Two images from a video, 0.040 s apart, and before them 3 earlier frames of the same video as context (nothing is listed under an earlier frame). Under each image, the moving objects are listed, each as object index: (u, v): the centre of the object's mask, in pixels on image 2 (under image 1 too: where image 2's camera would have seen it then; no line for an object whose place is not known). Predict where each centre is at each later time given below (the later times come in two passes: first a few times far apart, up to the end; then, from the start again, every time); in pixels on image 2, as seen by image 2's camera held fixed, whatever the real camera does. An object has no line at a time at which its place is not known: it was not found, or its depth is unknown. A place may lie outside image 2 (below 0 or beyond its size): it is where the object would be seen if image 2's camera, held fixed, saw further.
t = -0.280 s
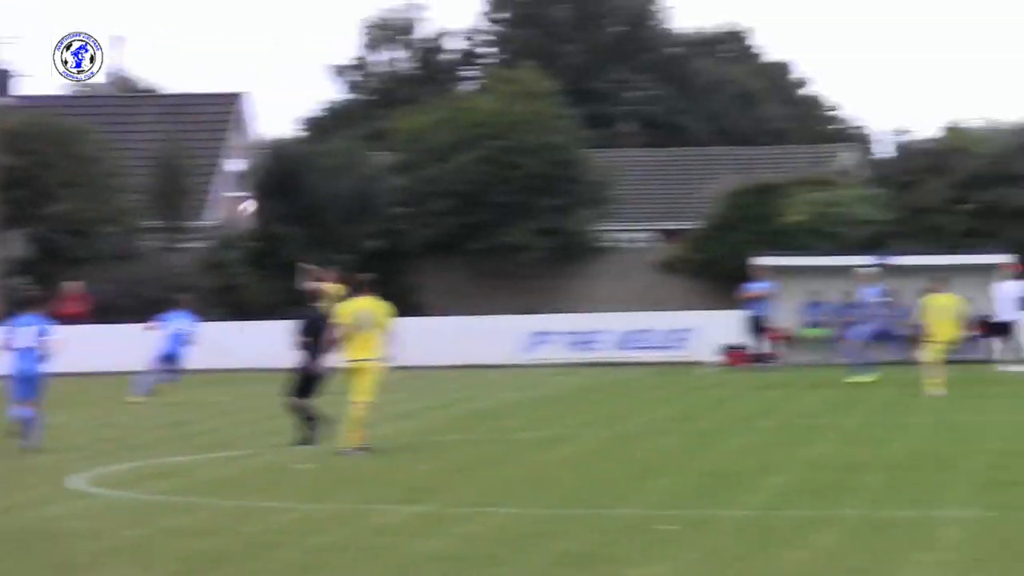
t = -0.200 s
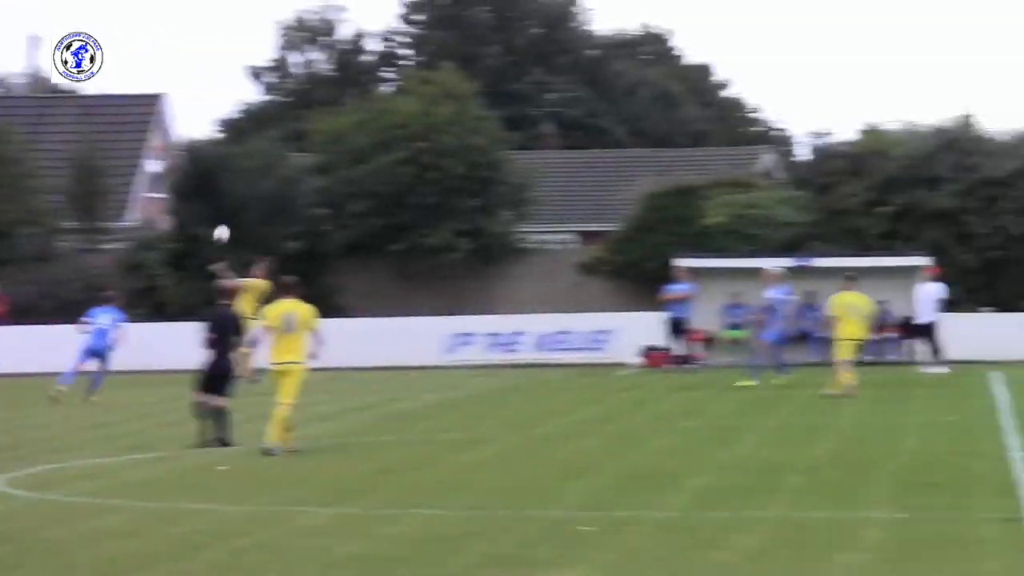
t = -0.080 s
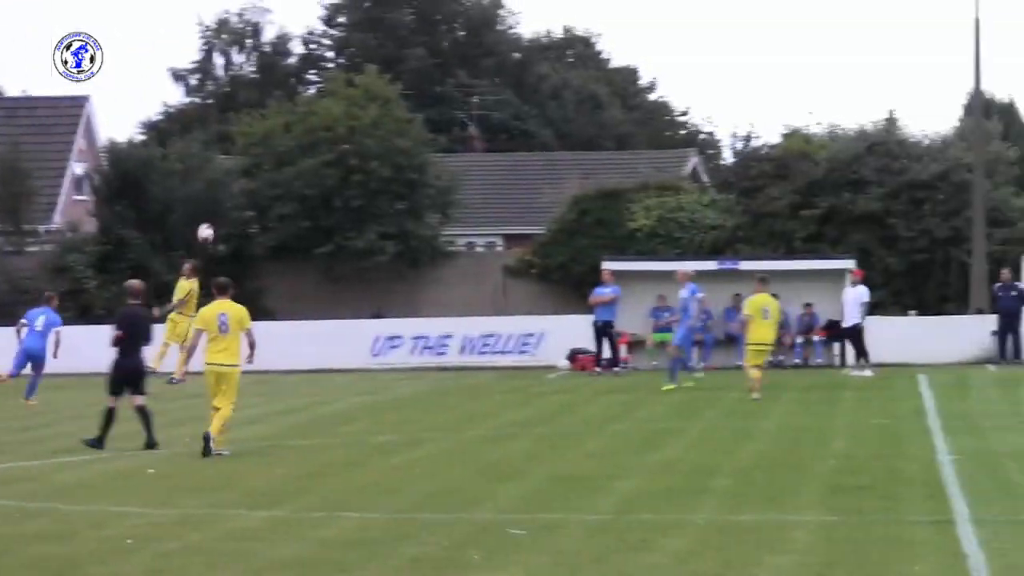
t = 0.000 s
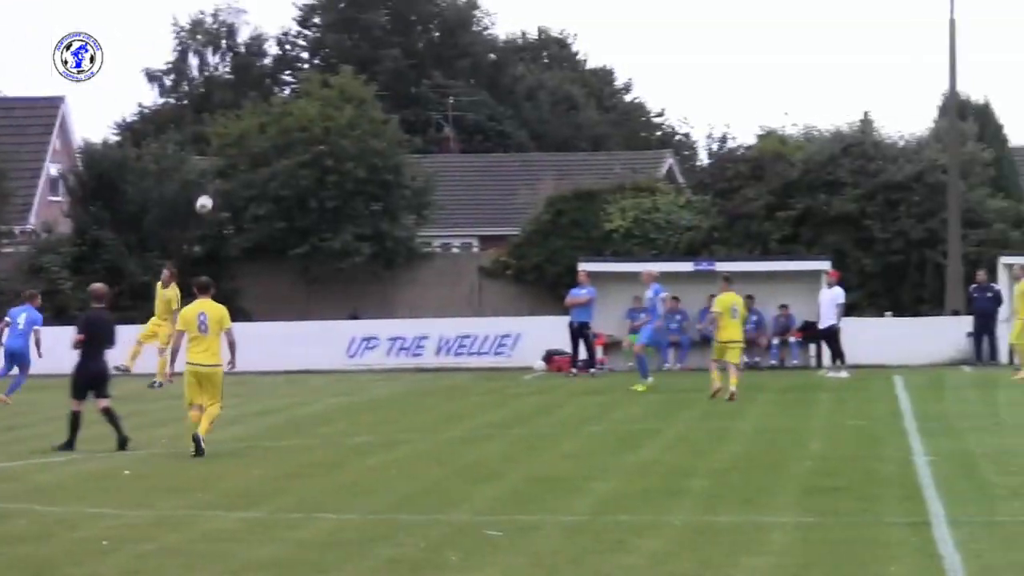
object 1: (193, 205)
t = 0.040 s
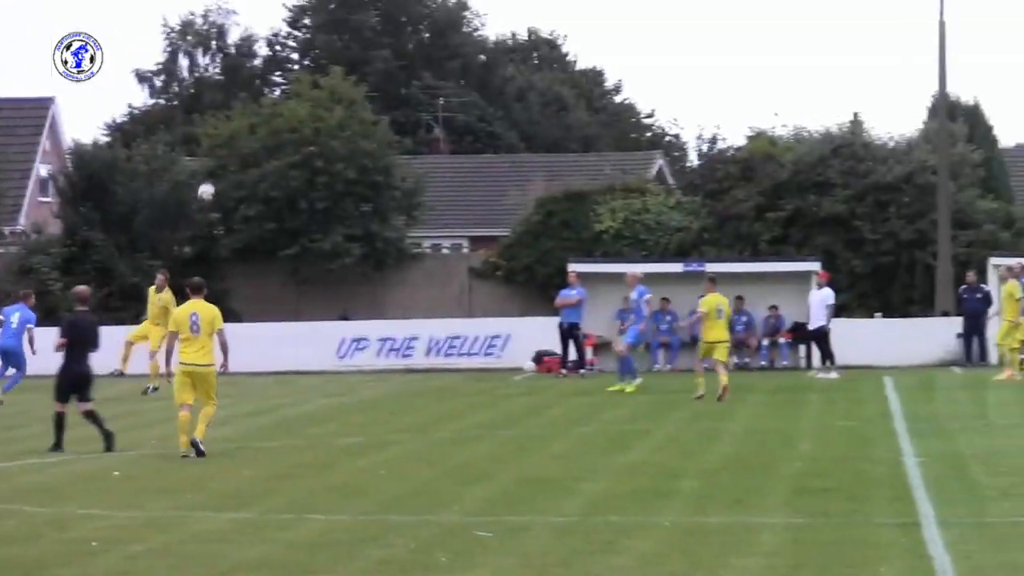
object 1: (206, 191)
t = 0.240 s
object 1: (267, 144)
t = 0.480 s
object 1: (340, 126)
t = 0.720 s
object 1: (414, 150)
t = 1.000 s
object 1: (499, 238)
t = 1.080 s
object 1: (523, 274)
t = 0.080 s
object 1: (218, 179)
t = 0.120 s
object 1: (230, 168)
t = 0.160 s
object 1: (242, 159)
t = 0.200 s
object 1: (254, 151)
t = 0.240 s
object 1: (267, 144)
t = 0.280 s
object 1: (279, 138)
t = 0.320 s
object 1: (291, 133)
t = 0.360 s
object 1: (303, 129)
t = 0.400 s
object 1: (315, 128)
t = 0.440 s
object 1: (328, 126)
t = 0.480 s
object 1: (340, 126)
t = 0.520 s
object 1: (352, 127)
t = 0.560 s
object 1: (365, 129)
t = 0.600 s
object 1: (377, 133)
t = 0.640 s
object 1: (390, 137)
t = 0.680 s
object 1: (402, 143)
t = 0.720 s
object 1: (414, 150)
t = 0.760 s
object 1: (427, 159)
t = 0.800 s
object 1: (439, 168)
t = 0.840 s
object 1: (452, 180)
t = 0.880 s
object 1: (463, 192)
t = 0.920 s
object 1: (476, 206)
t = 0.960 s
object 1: (488, 220)
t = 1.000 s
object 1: (499, 238)
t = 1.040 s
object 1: (511, 255)
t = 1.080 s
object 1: (523, 274)
